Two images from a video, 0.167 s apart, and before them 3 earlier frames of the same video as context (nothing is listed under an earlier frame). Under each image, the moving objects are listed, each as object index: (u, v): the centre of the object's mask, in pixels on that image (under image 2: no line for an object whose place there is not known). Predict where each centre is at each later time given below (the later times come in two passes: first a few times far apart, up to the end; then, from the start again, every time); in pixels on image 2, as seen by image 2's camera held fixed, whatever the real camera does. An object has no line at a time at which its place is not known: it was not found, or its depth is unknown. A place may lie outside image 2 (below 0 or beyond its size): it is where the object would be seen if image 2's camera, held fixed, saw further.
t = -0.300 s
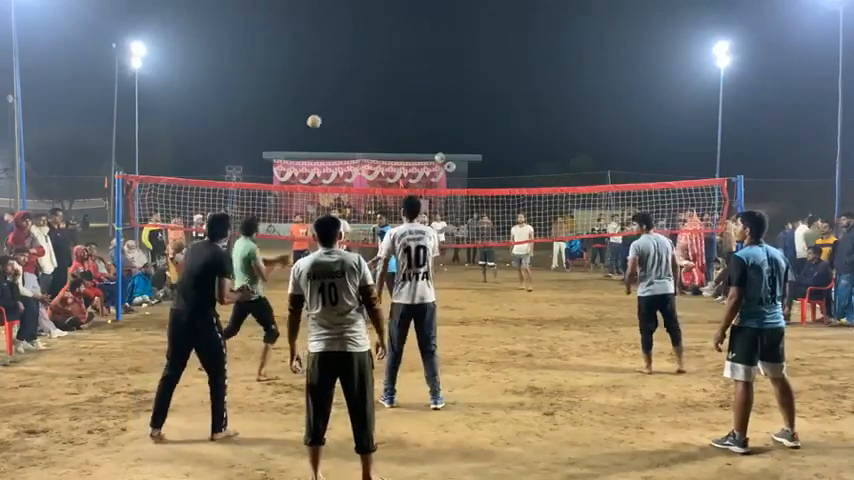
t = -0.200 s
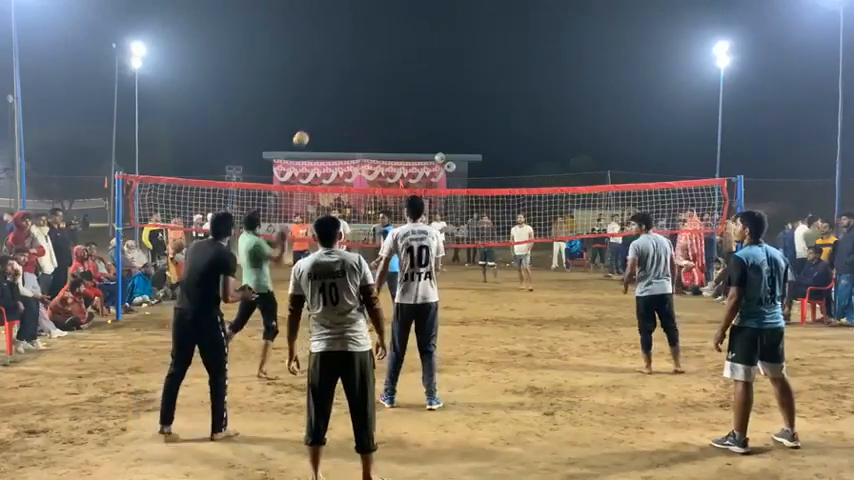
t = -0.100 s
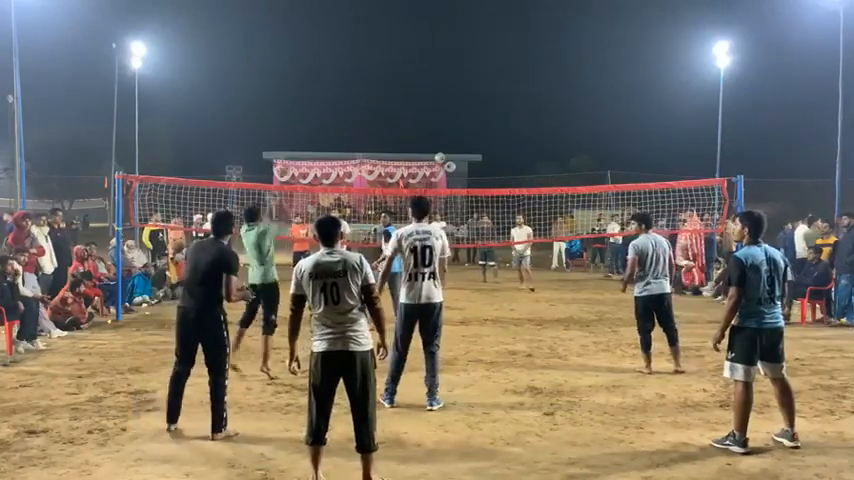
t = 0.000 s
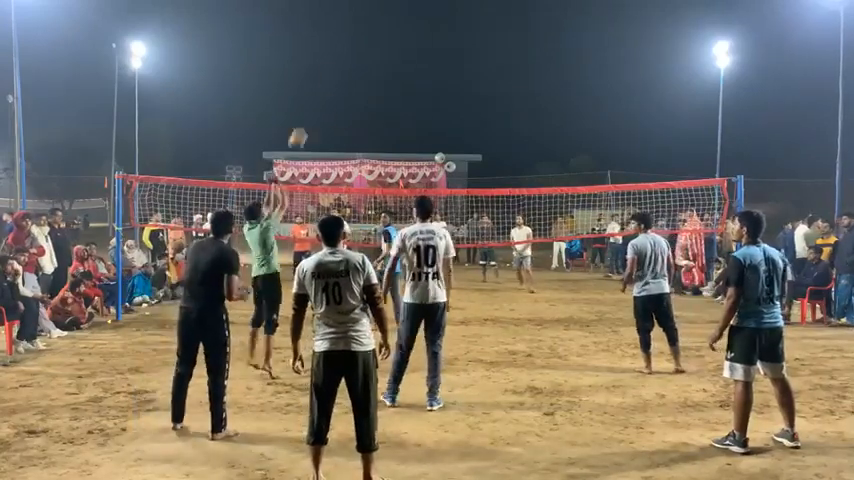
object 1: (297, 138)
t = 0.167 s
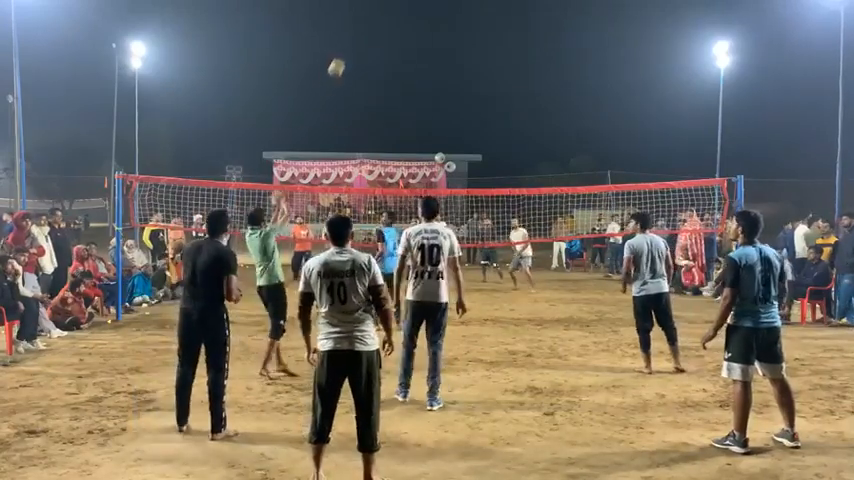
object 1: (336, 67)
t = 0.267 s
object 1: (356, 42)
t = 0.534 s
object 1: (397, 20)
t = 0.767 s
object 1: (424, 38)
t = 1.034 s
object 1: (448, 86)
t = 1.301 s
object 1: (467, 152)
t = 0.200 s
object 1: (343, 58)
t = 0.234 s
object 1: (349, 49)
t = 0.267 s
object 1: (356, 42)
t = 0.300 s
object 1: (362, 37)
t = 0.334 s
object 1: (368, 32)
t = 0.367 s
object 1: (373, 27)
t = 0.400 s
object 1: (378, 24)
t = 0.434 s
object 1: (383, 22)
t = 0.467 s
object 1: (388, 20)
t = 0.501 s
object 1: (393, 20)
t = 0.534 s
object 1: (397, 20)
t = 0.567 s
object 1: (401, 21)
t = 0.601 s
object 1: (405, 22)
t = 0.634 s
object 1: (409, 25)
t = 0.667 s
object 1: (413, 27)
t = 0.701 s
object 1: (417, 31)
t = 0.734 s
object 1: (421, 34)
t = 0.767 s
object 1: (424, 38)
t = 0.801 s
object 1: (428, 43)
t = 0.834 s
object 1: (430, 47)
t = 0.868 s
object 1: (434, 53)
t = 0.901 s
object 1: (437, 59)
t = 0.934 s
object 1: (439, 65)
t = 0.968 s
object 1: (442, 71)
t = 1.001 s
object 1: (445, 78)
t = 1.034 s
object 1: (448, 86)
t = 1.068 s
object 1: (451, 94)
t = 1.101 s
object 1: (454, 102)
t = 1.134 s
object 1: (456, 109)
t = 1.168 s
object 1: (458, 118)
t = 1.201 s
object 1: (460, 126)
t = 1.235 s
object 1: (463, 135)
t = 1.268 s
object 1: (465, 144)
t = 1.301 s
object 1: (467, 152)
